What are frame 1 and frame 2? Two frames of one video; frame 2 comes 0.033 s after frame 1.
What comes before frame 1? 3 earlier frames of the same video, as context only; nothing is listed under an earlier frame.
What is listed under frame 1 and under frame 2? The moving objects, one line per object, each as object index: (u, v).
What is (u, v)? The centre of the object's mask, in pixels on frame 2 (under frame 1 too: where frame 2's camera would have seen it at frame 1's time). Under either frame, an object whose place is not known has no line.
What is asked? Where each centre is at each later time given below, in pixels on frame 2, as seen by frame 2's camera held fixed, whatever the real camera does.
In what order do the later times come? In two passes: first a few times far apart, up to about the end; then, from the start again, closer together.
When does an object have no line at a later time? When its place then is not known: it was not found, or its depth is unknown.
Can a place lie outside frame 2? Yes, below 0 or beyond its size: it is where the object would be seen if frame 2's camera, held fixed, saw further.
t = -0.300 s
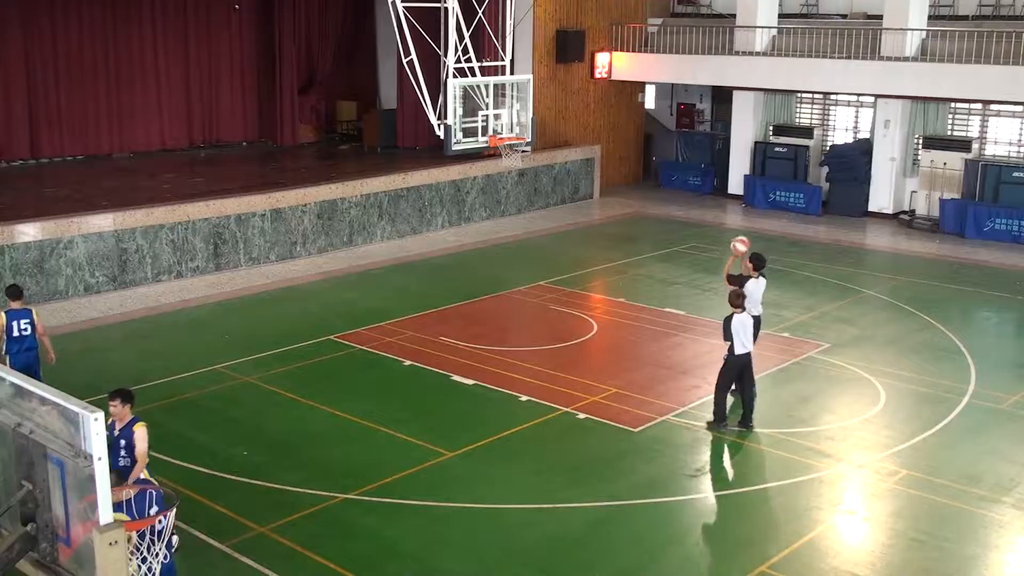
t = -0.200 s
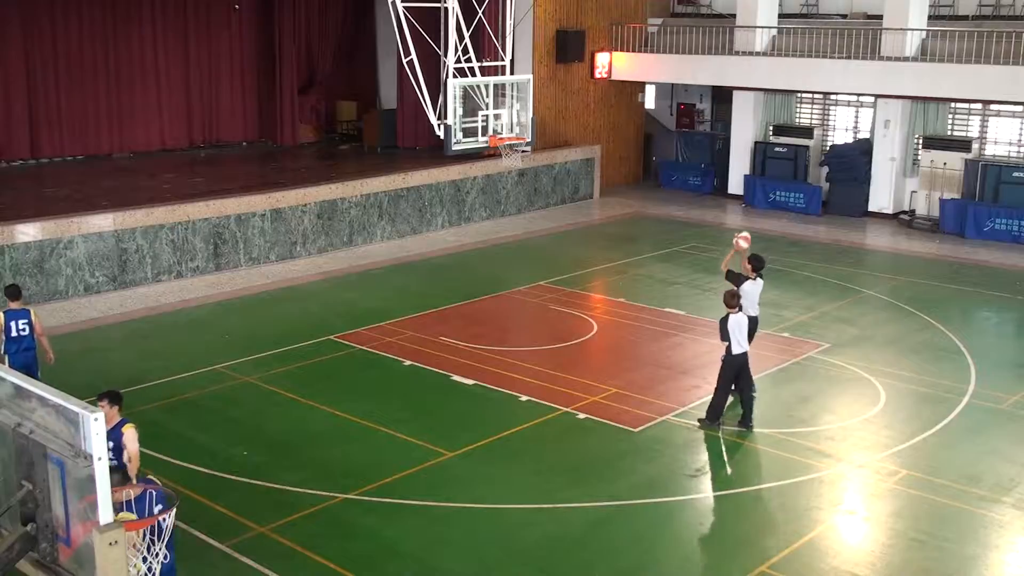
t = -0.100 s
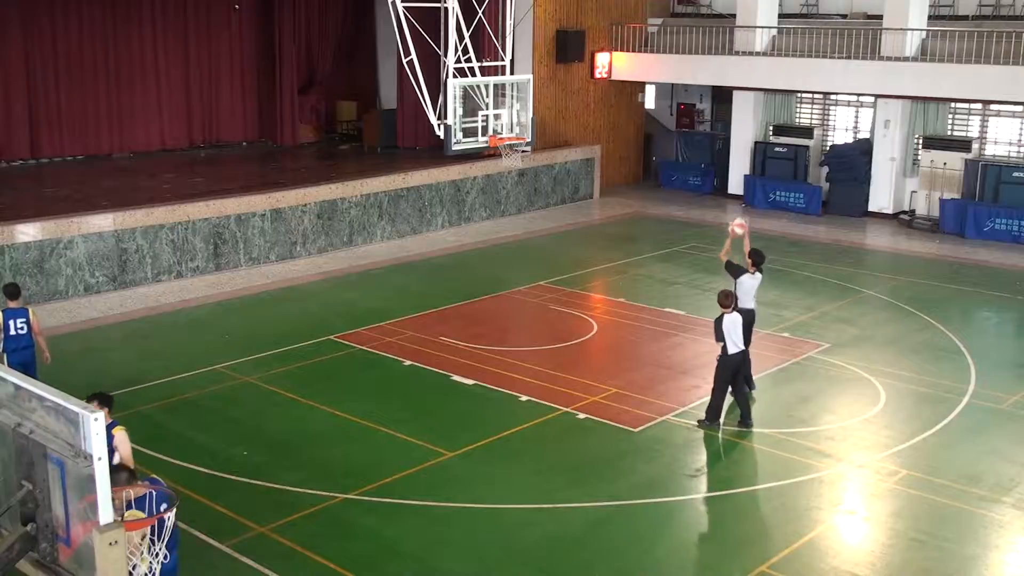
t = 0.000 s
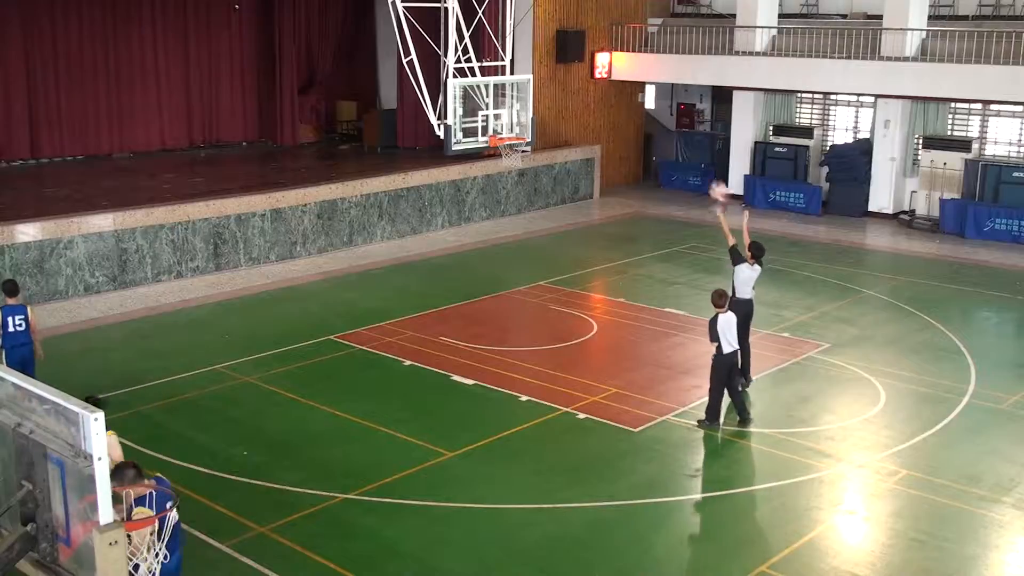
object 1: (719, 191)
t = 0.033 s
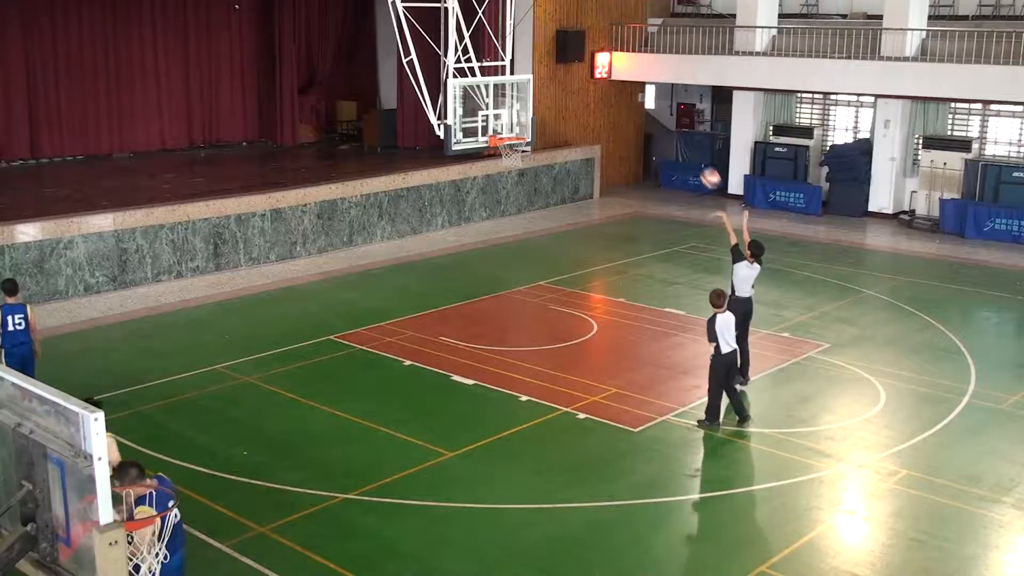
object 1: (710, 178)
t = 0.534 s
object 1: (591, 88)
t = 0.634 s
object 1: (569, 92)
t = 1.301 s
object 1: (492, 182)
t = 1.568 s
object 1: (485, 255)
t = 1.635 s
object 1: (483, 278)
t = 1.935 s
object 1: (488, 258)
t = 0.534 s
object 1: (591, 88)
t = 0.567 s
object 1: (582, 88)
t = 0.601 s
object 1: (576, 90)
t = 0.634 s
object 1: (569, 92)
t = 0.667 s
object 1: (562, 95)
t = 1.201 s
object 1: (495, 167)
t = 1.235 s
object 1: (494, 171)
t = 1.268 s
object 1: (493, 177)
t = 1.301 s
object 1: (492, 182)
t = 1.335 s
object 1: (491, 190)
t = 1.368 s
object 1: (490, 197)
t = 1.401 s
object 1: (489, 205)
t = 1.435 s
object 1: (489, 213)
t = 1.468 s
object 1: (487, 223)
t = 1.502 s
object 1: (486, 233)
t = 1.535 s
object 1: (485, 243)
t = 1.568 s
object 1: (485, 255)
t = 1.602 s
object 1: (484, 266)
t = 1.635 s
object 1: (483, 278)
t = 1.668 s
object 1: (482, 291)
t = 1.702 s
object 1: (481, 305)
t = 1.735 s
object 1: (481, 306)
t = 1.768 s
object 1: (482, 297)
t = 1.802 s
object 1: (483, 288)
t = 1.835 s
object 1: (484, 280)
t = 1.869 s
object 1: (485, 272)
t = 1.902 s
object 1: (487, 264)
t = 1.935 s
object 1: (488, 258)
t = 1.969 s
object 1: (489, 251)
